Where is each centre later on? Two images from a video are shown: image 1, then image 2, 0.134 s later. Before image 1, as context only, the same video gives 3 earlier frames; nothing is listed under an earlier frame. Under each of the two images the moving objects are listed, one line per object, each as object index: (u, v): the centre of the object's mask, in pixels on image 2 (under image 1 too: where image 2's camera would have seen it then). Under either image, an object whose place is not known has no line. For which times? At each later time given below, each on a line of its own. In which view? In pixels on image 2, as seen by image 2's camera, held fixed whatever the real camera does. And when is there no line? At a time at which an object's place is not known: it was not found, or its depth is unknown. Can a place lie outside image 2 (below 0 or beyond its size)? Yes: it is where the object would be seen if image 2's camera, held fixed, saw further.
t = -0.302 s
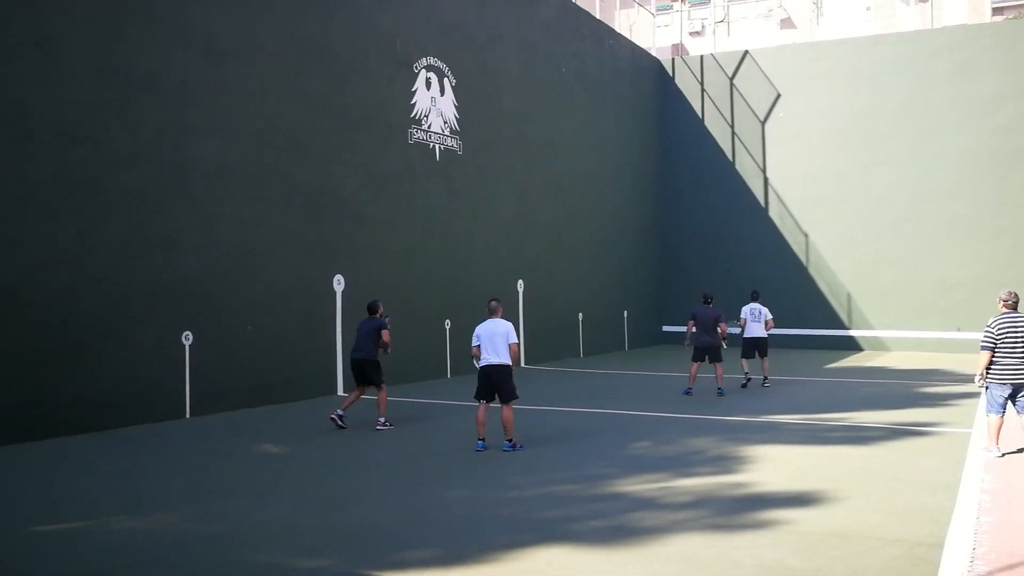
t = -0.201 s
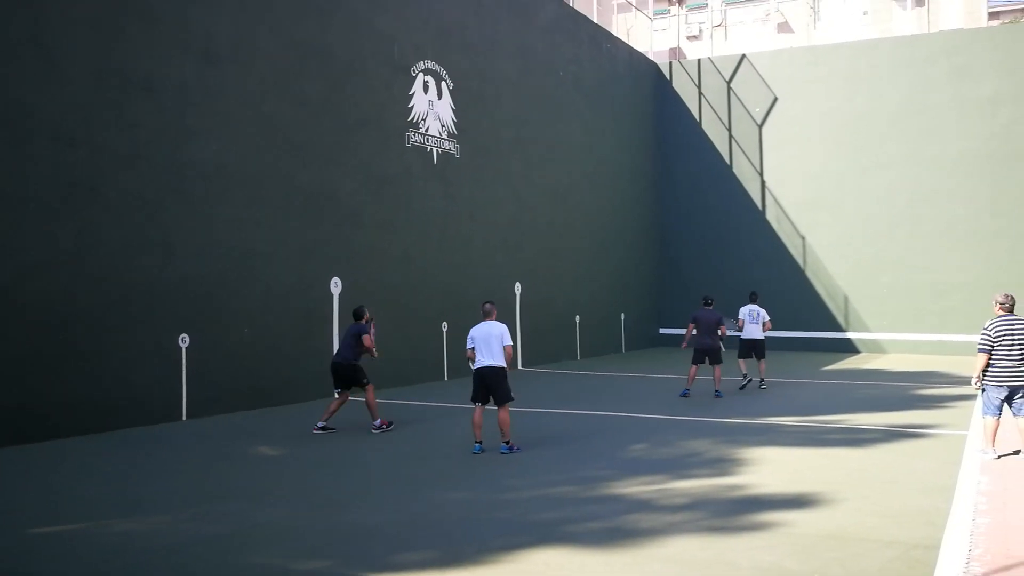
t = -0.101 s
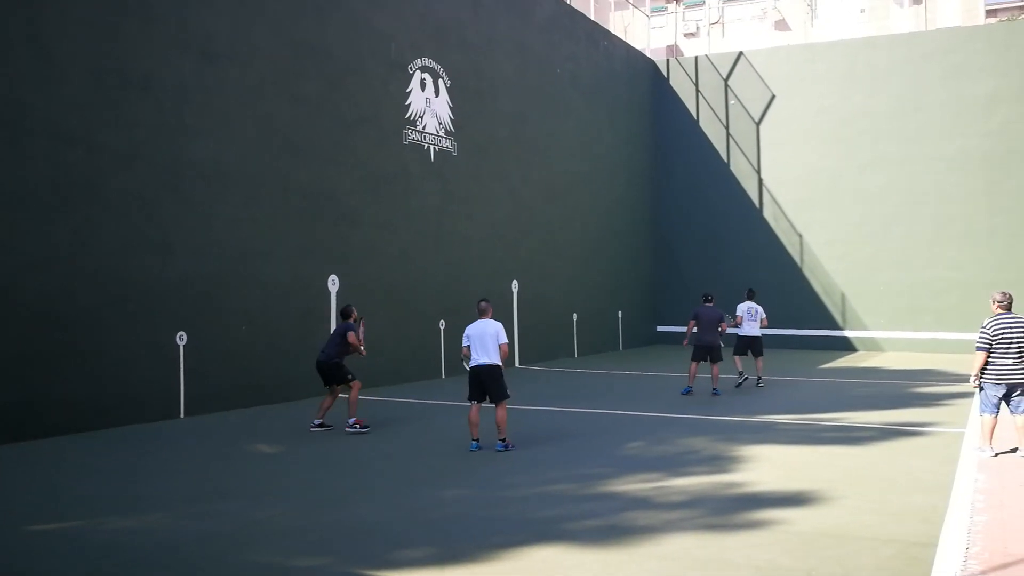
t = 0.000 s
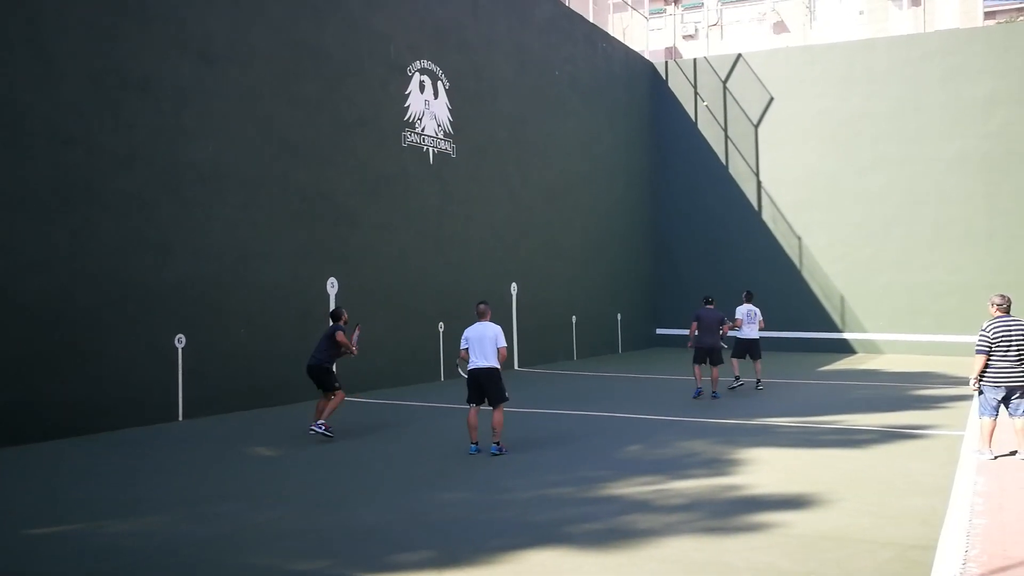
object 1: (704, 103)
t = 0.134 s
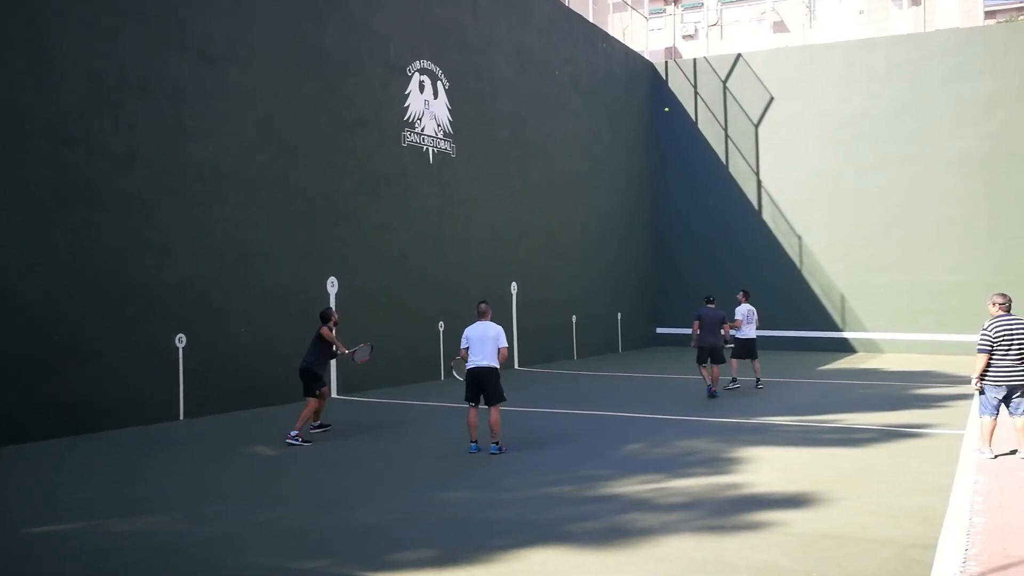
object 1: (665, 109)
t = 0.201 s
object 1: (644, 117)
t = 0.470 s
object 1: (533, 180)
